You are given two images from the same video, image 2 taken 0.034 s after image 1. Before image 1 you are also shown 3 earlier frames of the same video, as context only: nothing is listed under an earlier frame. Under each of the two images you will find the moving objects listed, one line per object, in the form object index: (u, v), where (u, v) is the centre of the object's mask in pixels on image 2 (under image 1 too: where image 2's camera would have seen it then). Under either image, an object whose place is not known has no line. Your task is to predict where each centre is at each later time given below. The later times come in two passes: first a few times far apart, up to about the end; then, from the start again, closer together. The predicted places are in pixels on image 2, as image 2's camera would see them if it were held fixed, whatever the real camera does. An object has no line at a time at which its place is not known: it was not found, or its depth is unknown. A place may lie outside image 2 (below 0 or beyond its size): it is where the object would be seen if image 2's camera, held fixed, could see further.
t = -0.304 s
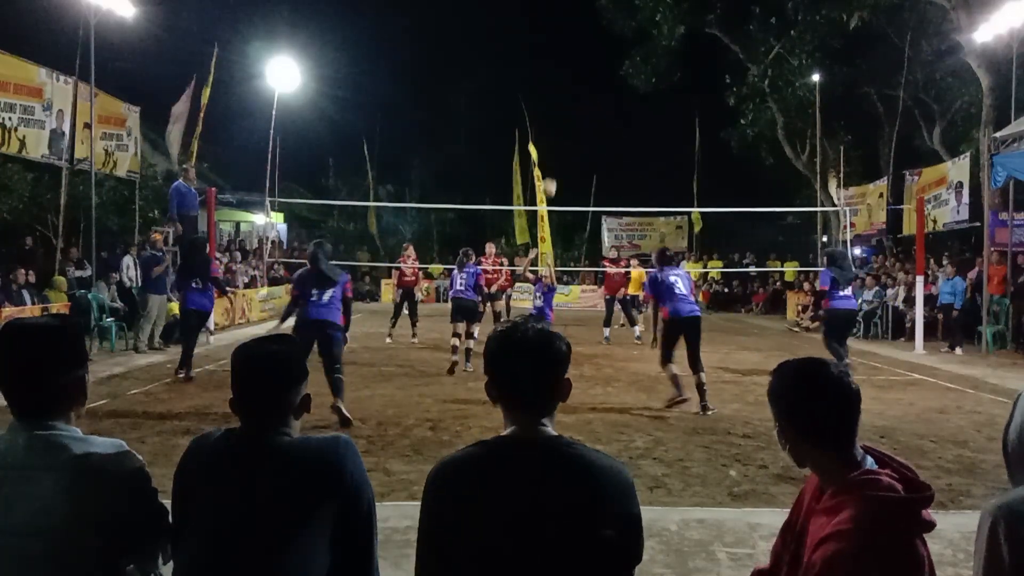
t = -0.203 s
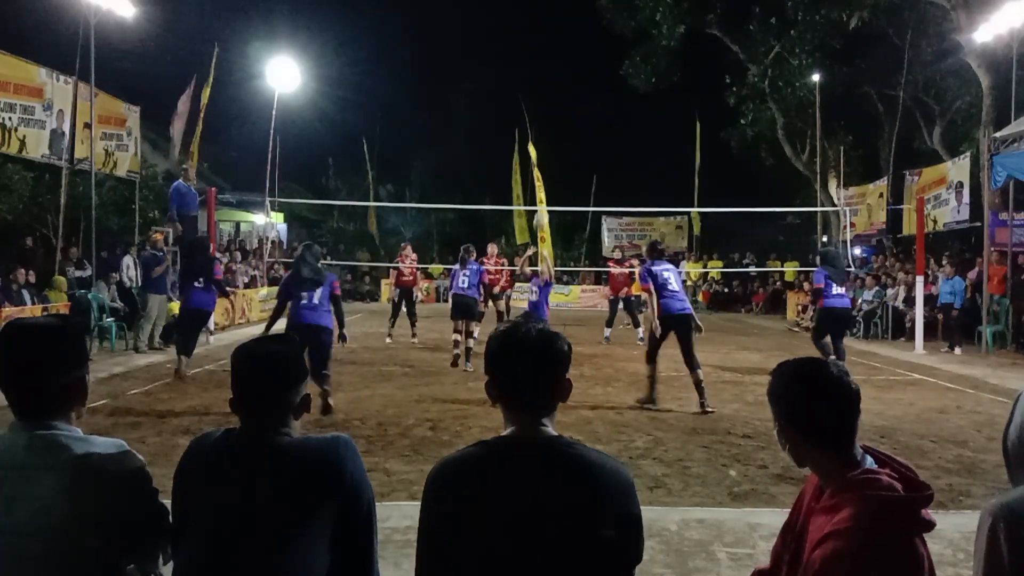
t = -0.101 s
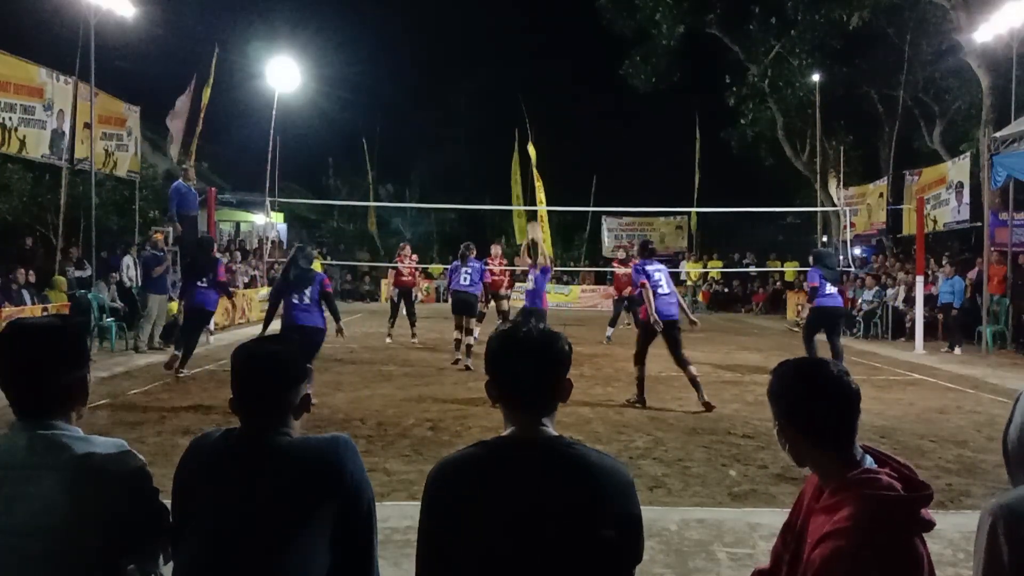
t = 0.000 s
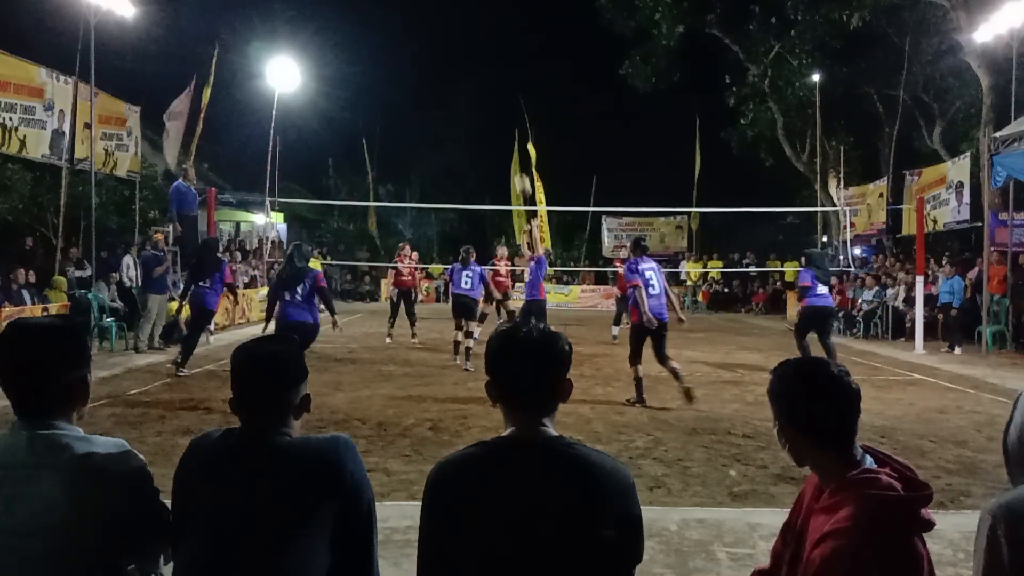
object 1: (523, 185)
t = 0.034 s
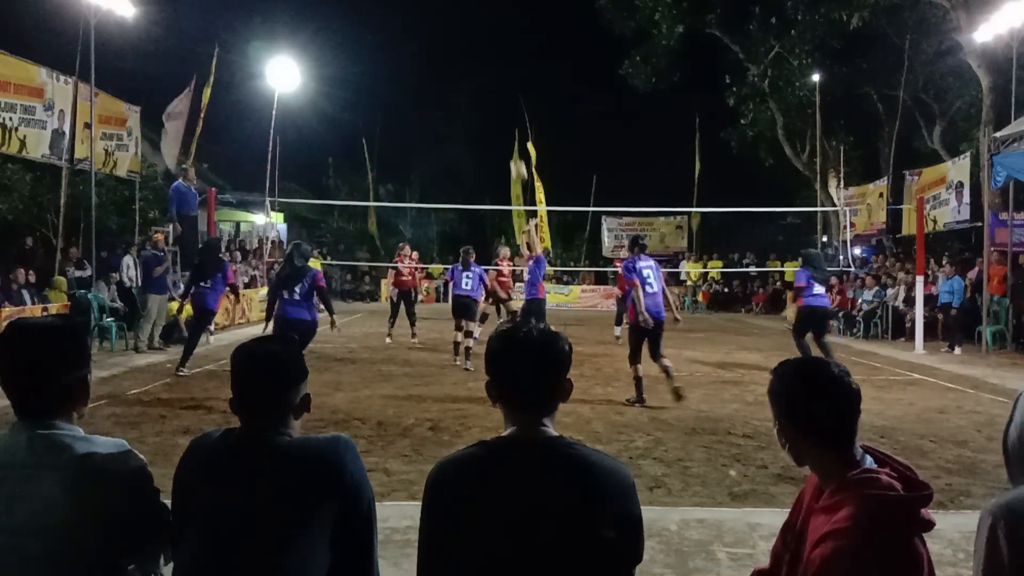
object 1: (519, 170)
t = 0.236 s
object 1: (495, 100)
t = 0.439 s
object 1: (472, 60)
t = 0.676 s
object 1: (447, 50)
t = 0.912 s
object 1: (423, 77)
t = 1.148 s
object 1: (400, 139)
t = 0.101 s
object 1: (510, 143)
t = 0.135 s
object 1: (506, 131)
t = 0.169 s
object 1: (502, 119)
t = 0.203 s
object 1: (499, 110)
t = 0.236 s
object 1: (495, 100)
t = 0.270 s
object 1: (491, 91)
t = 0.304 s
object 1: (487, 84)
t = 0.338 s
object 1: (483, 77)
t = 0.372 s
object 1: (480, 71)
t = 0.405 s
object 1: (476, 65)
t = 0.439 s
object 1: (472, 60)
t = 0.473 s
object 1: (469, 57)
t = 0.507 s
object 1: (465, 53)
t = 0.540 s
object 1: (461, 51)
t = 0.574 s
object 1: (458, 50)
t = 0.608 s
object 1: (454, 49)
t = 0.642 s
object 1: (450, 49)
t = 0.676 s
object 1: (447, 50)
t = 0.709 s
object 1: (443, 52)
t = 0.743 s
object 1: (440, 54)
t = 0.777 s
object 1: (436, 57)
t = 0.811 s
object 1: (433, 61)
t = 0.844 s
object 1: (430, 66)
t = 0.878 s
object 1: (426, 72)
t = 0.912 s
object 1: (423, 77)
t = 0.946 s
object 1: (419, 84)
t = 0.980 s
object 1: (416, 92)
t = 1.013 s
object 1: (413, 99)
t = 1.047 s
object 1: (410, 109)
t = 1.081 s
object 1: (407, 118)
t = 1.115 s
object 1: (404, 128)
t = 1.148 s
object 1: (400, 139)
